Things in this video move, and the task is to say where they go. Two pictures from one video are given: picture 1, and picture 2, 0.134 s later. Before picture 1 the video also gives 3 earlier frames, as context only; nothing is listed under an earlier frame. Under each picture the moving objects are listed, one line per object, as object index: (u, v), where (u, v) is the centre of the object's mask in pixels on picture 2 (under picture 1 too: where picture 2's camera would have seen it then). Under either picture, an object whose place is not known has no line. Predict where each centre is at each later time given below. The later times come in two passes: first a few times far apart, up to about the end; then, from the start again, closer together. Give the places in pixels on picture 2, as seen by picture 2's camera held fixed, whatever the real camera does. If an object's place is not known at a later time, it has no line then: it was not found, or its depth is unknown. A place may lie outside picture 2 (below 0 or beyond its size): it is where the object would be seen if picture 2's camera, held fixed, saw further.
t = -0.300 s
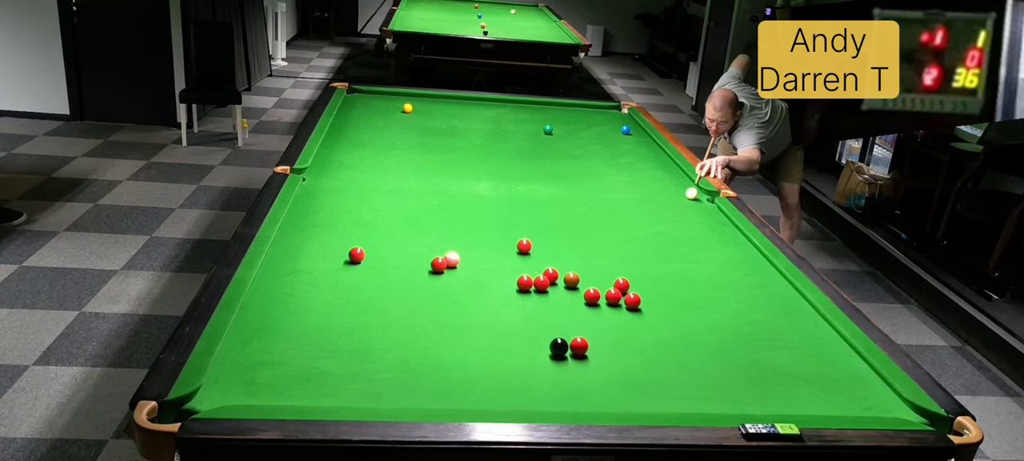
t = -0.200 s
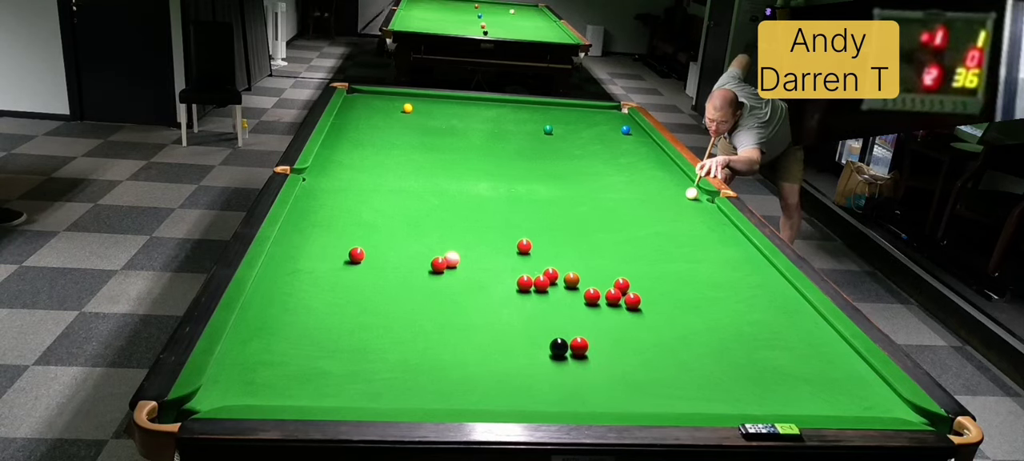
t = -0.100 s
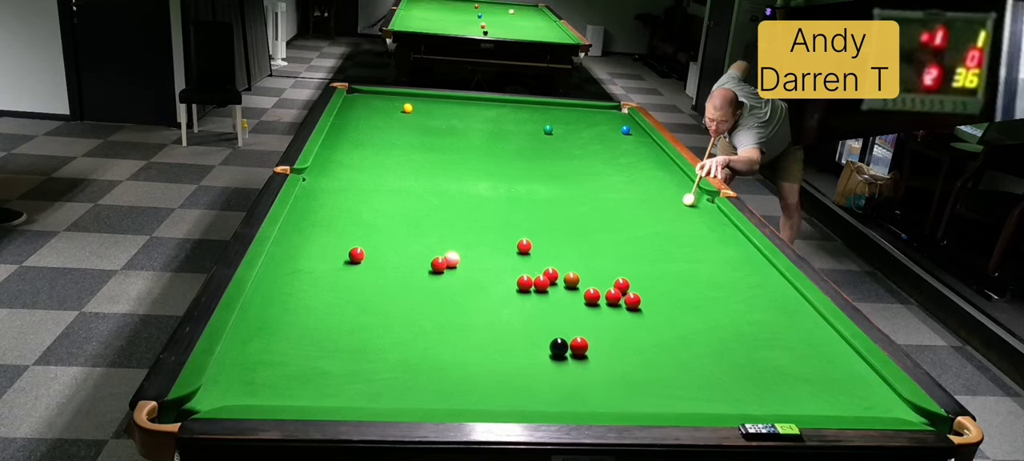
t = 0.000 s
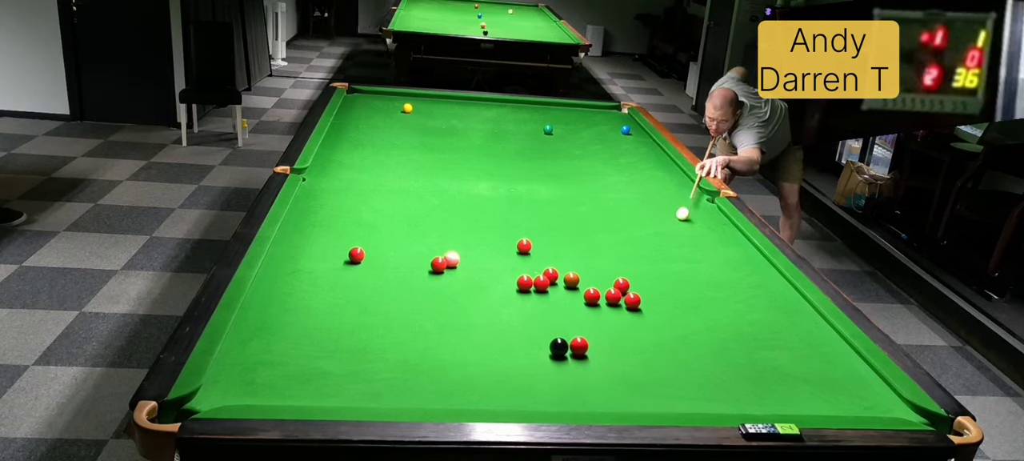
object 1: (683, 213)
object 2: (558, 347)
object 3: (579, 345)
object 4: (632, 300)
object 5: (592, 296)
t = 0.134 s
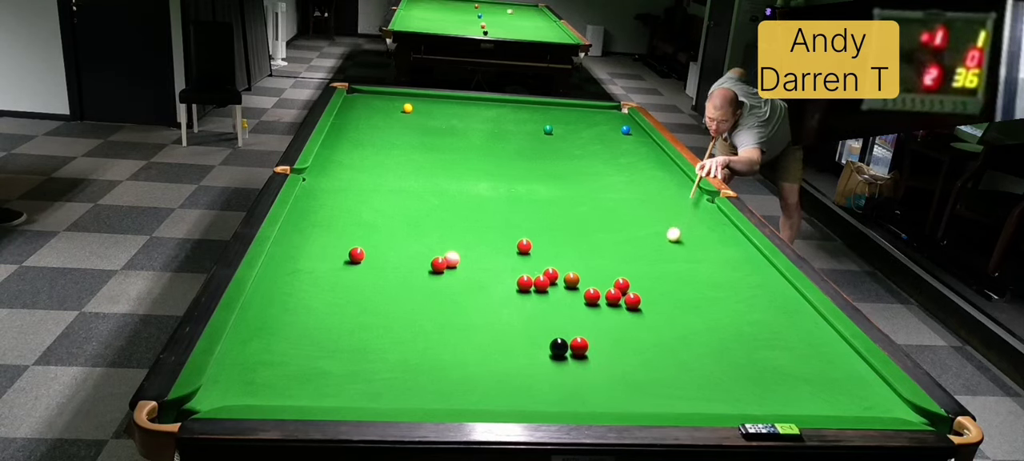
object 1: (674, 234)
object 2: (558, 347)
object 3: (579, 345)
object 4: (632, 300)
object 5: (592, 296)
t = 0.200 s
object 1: (669, 246)
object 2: (558, 347)
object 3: (579, 345)
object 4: (632, 300)
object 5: (592, 296)
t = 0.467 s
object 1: (650, 302)
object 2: (559, 347)
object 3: (579, 345)
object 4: (627, 302)
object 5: (592, 296)
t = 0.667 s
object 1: (691, 344)
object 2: (559, 347)
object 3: (579, 346)
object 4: (595, 322)
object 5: (583, 296)
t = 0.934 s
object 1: (745, 405)
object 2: (558, 349)
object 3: (583, 353)
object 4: (555, 335)
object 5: (570, 297)
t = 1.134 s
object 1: (736, 368)
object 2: (555, 356)
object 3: (590, 365)
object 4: (524, 336)
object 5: (562, 297)
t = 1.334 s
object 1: (731, 339)
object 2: (552, 362)
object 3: (597, 376)
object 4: (494, 335)
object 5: (554, 298)
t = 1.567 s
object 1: (726, 310)
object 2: (549, 370)
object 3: (604, 389)
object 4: (460, 334)
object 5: (547, 298)
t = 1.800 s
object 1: (722, 286)
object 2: (546, 376)
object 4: (428, 332)
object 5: (540, 298)
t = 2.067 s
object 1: (718, 262)
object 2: (543, 382)
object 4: (393, 331)
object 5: (535, 298)
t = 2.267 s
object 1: (716, 247)
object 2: (541, 386)
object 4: (369, 330)
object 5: (533, 298)
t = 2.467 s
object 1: (714, 234)
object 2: (539, 389)
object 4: (346, 328)
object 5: (531, 298)
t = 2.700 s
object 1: (712, 220)
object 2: (538, 391)
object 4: (320, 327)
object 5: (531, 298)
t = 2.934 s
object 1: (710, 207)
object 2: (536, 393)
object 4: (297, 325)
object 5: (531, 298)
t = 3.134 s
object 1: (705, 198)
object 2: (536, 393)
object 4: (278, 324)
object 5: (531, 298)
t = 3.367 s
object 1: (696, 188)
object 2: (536, 393)
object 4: (258, 322)
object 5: (531, 298)
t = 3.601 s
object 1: (679, 181)
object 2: (536, 393)
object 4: (248, 321)
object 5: (531, 298)
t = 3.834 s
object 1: (663, 174)
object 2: (536, 393)
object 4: (259, 321)
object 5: (531, 298)
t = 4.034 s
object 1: (651, 169)
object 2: (536, 393)
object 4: (267, 320)
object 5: (531, 298)
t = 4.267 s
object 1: (638, 164)
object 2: (536, 393)
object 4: (275, 320)
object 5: (531, 298)
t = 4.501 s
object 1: (626, 159)
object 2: (536, 393)
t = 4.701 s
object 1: (617, 155)
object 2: (536, 393)
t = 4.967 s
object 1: (606, 151)
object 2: (536, 393)
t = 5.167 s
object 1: (599, 147)
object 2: (536, 393)
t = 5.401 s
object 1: (591, 144)
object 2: (536, 393)
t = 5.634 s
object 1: (584, 141)
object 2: (536, 393)
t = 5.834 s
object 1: (578, 139)
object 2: (536, 393)
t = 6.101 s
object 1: (572, 136)
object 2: (536, 393)
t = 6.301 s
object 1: (567, 134)
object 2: (536, 393)
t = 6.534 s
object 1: (563, 132)
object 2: (536, 393)
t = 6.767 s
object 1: (559, 131)
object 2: (536, 394)
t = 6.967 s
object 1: (557, 130)
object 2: (536, 394)
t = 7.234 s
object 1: (556, 129)
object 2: (536, 394)
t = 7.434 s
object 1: (556, 128)
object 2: (536, 394)
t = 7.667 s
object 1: (556, 128)
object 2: (536, 394)
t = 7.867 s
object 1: (556, 127)
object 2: (536, 394)
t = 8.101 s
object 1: (556, 127)
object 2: (536, 394)
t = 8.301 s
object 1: (556, 127)
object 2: (536, 394)
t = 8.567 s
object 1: (556, 127)
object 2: (536, 394)
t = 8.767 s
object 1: (556, 127)
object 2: (536, 394)
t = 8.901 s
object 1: (556, 127)
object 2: (536, 394)
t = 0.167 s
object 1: (671, 240)
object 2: (558, 347)
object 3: (579, 345)
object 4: (632, 300)
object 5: (592, 296)
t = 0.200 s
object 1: (669, 246)
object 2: (558, 347)
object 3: (579, 345)
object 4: (632, 300)
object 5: (592, 296)
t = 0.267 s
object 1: (663, 258)
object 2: (558, 347)
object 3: (579, 345)
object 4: (633, 301)
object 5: (592, 296)
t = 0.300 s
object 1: (660, 265)
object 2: (558, 347)
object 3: (579, 345)
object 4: (632, 301)
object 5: (592, 296)
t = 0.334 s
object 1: (657, 272)
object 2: (559, 347)
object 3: (579, 345)
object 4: (632, 301)
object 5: (592, 296)
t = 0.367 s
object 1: (654, 279)
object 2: (558, 347)
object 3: (579, 345)
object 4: (632, 301)
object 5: (592, 296)
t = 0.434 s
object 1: (648, 295)
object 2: (558, 347)
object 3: (579, 345)
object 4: (632, 301)
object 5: (592, 296)
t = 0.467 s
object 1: (650, 302)
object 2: (559, 347)
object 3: (579, 345)
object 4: (627, 302)
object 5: (592, 296)
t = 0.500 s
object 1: (658, 308)
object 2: (558, 347)
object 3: (579, 345)
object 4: (621, 306)
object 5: (592, 296)
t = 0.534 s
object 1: (665, 314)
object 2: (558, 347)
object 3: (579, 346)
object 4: (616, 309)
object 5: (590, 296)
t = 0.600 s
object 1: (678, 329)
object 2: (559, 347)
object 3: (579, 346)
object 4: (605, 316)
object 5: (586, 296)
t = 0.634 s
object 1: (685, 336)
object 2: (559, 347)
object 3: (579, 346)
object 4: (600, 319)
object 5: (585, 296)
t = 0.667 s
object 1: (691, 344)
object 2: (559, 347)
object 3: (579, 346)
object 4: (595, 322)
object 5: (583, 296)
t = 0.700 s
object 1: (698, 352)
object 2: (559, 347)
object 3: (579, 346)
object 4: (591, 326)
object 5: (581, 296)
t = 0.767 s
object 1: (712, 369)
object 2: (559, 347)
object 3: (579, 346)
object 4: (582, 330)
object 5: (578, 297)
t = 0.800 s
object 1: (719, 378)
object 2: (558, 347)
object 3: (579, 346)
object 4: (577, 331)
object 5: (576, 297)
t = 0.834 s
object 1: (727, 387)
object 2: (558, 347)
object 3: (579, 345)
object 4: (571, 334)
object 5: (575, 297)
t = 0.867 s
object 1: (734, 397)
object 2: (558, 347)
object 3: (580, 348)
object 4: (567, 335)
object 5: (573, 297)
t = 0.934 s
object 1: (745, 405)
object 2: (558, 349)
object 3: (583, 353)
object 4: (555, 335)
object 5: (570, 297)
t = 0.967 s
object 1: (743, 398)
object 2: (558, 350)
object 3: (584, 354)
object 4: (549, 336)
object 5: (569, 297)
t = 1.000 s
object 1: (741, 391)
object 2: (557, 351)
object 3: (585, 357)
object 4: (544, 337)
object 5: (567, 297)
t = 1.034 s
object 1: (740, 385)
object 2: (556, 352)
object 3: (586, 358)
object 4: (539, 337)
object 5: (566, 297)
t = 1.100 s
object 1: (737, 373)
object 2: (555, 355)
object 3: (589, 362)
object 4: (528, 337)
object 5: (563, 297)
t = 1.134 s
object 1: (736, 368)
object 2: (555, 356)
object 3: (590, 365)
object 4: (524, 336)
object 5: (562, 297)
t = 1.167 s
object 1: (735, 362)
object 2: (554, 357)
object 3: (591, 366)
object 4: (519, 336)
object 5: (560, 297)
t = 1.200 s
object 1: (734, 357)
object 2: (554, 358)
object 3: (592, 369)
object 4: (513, 336)
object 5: (559, 298)
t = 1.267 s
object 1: (733, 348)
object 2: (553, 360)
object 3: (594, 372)
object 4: (504, 336)
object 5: (557, 297)
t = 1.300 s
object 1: (732, 343)
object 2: (552, 362)
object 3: (596, 374)
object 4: (498, 335)
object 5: (555, 298)
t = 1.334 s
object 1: (731, 339)
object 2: (552, 362)
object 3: (597, 376)
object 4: (494, 335)
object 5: (554, 298)
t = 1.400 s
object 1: (729, 330)
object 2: (551, 364)
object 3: (599, 380)
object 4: (484, 335)
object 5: (552, 298)
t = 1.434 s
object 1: (729, 326)
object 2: (550, 365)
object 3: (600, 381)
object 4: (479, 335)
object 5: (551, 298)
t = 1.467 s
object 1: (728, 322)
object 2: (550, 367)
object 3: (601, 384)
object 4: (474, 334)
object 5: (550, 298)
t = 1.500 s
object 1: (727, 318)
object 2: (549, 368)
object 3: (602, 386)
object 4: (469, 334)
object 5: (549, 298)
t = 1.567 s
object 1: (726, 310)
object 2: (549, 370)
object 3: (604, 389)
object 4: (460, 334)
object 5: (547, 298)
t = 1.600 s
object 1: (725, 306)
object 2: (548, 370)
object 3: (606, 391)
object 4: (455, 333)
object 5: (546, 298)
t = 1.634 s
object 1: (725, 303)
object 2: (548, 371)
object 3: (607, 393)
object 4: (451, 333)
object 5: (545, 298)
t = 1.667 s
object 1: (724, 299)
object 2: (547, 372)
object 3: (608, 394)
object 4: (446, 333)
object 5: (544, 298)
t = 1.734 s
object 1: (723, 292)
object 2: (547, 374)
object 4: (437, 333)
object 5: (542, 298)
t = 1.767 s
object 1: (722, 289)
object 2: (546, 375)
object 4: (432, 332)
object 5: (541, 298)
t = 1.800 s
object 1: (722, 286)
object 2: (546, 376)
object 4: (428, 332)
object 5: (540, 298)
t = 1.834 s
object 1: (721, 282)
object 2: (545, 377)
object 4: (424, 332)
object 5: (540, 298)
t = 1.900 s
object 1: (720, 276)
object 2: (545, 378)
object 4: (415, 332)
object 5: (538, 298)
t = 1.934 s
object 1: (720, 273)
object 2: (544, 379)
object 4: (411, 331)
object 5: (538, 299)
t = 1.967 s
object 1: (719, 270)
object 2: (544, 381)
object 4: (406, 331)
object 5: (537, 298)
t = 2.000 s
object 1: (719, 267)
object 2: (543, 381)
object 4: (402, 331)
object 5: (536, 299)
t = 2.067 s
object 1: (718, 262)
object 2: (543, 382)
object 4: (393, 331)
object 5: (535, 298)
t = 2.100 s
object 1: (718, 259)
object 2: (542, 383)
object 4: (389, 330)
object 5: (535, 299)
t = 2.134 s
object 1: (717, 257)
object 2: (542, 384)
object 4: (385, 330)
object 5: (534, 299)
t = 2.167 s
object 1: (717, 254)
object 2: (542, 384)
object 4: (381, 330)
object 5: (534, 299)
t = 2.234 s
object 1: (716, 249)
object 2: (541, 385)
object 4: (373, 330)
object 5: (533, 298)
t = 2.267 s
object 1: (716, 247)
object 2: (541, 386)
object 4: (369, 330)
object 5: (533, 298)
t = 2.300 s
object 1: (715, 244)
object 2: (541, 386)
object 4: (365, 329)
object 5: (532, 298)
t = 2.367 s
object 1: (715, 240)
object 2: (540, 387)
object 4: (357, 329)
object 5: (532, 298)
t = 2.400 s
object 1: (715, 238)
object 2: (540, 388)
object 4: (353, 329)
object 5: (531, 298)
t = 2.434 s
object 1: (714, 236)
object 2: (539, 388)
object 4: (349, 329)
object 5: (531, 298)
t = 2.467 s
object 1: (714, 234)
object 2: (539, 389)
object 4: (346, 328)
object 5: (531, 298)
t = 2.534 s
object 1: (713, 229)
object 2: (539, 390)
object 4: (338, 328)
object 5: (531, 298)
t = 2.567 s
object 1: (713, 227)
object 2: (538, 390)
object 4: (334, 328)
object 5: (531, 298)
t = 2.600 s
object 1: (713, 225)
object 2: (538, 390)
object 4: (331, 328)
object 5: (531, 298)
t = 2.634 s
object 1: (712, 223)
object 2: (538, 391)
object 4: (327, 327)
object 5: (531, 298)
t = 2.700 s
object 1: (712, 220)
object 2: (538, 391)
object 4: (320, 327)
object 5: (531, 298)
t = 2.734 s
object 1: (712, 217)
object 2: (538, 392)
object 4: (316, 327)
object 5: (531, 298)
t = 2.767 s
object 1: (711, 216)
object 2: (537, 392)
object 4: (313, 326)
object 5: (531, 298)
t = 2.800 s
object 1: (711, 214)
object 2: (537, 392)
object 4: (310, 326)
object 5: (531, 298)
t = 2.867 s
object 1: (710, 210)
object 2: (537, 392)
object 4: (303, 326)
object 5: (531, 298)
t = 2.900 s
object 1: (710, 209)
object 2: (537, 393)
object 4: (300, 326)
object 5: (531, 298)
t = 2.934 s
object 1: (710, 207)
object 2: (536, 393)
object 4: (297, 325)
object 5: (531, 298)
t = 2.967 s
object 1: (710, 206)
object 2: (536, 393)
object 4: (293, 325)
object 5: (531, 298)
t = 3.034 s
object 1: (709, 202)
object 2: (536, 393)
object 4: (287, 325)
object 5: (531, 298)
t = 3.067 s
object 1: (708, 201)
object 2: (536, 393)
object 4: (284, 324)
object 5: (531, 298)
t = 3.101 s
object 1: (706, 199)
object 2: (536, 393)
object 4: (281, 324)
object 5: (531, 298)
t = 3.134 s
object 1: (705, 198)
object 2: (536, 393)
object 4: (278, 324)
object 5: (531, 298)
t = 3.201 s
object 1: (703, 195)
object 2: (536, 393)
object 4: (272, 323)
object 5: (531, 298)
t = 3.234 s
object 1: (701, 193)
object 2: (536, 393)
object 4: (269, 323)
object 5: (531, 298)
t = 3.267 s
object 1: (700, 192)
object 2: (536, 393)
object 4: (266, 323)
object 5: (531, 298)
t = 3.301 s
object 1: (699, 190)
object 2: (536, 393)
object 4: (263, 322)
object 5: (531, 298)
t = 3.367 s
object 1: (696, 188)
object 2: (536, 393)
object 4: (258, 322)
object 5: (531, 298)
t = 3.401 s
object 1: (693, 187)
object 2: (536, 393)
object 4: (255, 322)
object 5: (531, 298)
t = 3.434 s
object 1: (691, 186)
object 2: (536, 393)
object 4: (252, 322)
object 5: (531, 298)
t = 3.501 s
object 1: (686, 184)
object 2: (536, 393)
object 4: (247, 321)
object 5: (531, 298)
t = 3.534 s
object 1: (684, 183)
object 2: (536, 393)
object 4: (245, 321)
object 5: (531, 298)
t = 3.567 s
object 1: (681, 182)
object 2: (536, 393)
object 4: (246, 321)
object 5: (531, 298)
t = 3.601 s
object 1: (679, 181)
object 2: (536, 393)
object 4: (248, 321)
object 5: (531, 298)
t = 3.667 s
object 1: (674, 179)
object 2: (536, 393)
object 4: (251, 321)
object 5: (531, 298)
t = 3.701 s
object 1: (672, 178)
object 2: (536, 393)
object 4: (253, 321)
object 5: (531, 298)
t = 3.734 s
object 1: (670, 177)
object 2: (536, 393)
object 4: (255, 321)
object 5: (531, 298)
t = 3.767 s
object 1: (667, 176)
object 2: (536, 393)
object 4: (256, 321)
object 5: (531, 298)
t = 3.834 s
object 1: (663, 174)
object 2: (536, 393)
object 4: (259, 321)
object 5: (531, 298)
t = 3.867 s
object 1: (661, 173)
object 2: (536, 393)
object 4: (261, 321)
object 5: (531, 298)
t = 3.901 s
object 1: (659, 173)
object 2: (536, 393)
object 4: (262, 321)
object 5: (531, 298)
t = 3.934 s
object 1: (657, 172)
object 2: (536, 393)
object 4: (263, 321)
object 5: (531, 298)
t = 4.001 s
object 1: (653, 170)
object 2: (536, 393)
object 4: (266, 321)
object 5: (531, 298)
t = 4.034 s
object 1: (651, 169)
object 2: (536, 393)
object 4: (267, 320)
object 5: (531, 298)
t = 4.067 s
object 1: (649, 168)
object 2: (536, 393)
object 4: (268, 320)
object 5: (531, 298)
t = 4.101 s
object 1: (647, 168)
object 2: (536, 393)
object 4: (269, 320)
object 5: (531, 298)
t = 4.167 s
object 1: (643, 166)
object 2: (536, 393)
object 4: (272, 320)
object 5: (531, 298)
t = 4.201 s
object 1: (641, 165)
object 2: (536, 393)
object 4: (273, 320)
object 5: (531, 298)
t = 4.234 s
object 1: (640, 165)
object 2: (536, 393)
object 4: (274, 320)
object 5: (531, 298)
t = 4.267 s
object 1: (638, 164)
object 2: (536, 393)
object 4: (275, 320)
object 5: (531, 298)
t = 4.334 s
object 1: (634, 163)
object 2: (536, 393)
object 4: (277, 320)
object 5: (531, 298)
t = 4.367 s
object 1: (633, 161)
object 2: (536, 393)
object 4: (278, 320)
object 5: (531, 298)
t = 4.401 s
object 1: (631, 161)
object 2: (536, 393)
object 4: (279, 320)
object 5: (531, 298)
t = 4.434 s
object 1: (629, 160)
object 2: (536, 393)
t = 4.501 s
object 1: (626, 159)
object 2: (536, 393)
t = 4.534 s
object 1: (625, 158)
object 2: (536, 393)
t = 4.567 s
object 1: (623, 158)
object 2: (536, 393)
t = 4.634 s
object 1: (620, 156)
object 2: (536, 393)
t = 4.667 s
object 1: (618, 156)
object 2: (536, 393)
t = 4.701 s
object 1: (617, 155)
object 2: (536, 393)
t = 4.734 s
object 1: (616, 155)
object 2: (536, 393)
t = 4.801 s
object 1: (613, 153)
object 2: (536, 393)
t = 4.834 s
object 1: (611, 153)
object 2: (536, 393)
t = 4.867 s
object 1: (610, 152)
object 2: (536, 393)
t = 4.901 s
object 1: (608, 151)
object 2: (536, 393)
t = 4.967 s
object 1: (606, 151)
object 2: (536, 393)
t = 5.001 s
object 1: (604, 150)
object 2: (536, 393)
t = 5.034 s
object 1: (603, 149)
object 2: (536, 393)
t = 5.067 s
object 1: (602, 149)
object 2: (536, 393)
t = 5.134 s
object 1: (600, 148)
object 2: (536, 393)
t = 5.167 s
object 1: (599, 147)
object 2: (536, 393)
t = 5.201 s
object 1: (597, 147)
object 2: (536, 393)
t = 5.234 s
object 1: (596, 147)
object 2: (536, 393)
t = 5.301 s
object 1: (594, 145)
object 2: (536, 393)
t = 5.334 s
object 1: (593, 145)
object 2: (536, 393)
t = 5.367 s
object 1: (592, 145)
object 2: (536, 393)
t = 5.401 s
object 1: (591, 144)
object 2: (536, 393)
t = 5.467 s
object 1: (589, 143)
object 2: (536, 393)
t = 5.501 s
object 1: (588, 143)
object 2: (536, 393)
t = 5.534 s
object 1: (586, 142)
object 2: (536, 393)
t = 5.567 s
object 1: (586, 142)
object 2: (536, 393)
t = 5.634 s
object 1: (584, 141)
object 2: (536, 393)
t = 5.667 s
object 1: (583, 141)
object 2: (536, 393)
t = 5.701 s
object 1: (582, 140)
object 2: (536, 393)
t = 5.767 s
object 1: (580, 140)
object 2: (536, 393)
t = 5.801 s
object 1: (579, 139)
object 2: (536, 393)
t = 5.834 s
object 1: (578, 139)
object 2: (536, 393)
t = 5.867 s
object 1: (577, 139)
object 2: (536, 393)
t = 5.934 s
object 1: (576, 138)
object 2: (536, 393)
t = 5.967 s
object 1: (575, 138)
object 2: (536, 393)
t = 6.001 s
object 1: (574, 137)
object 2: (536, 393)
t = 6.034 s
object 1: (573, 137)
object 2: (536, 393)
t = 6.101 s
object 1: (572, 136)
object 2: (536, 393)
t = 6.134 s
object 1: (571, 136)
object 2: (536, 393)
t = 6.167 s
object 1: (570, 136)
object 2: (536, 393)
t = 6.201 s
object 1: (569, 135)
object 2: (536, 393)
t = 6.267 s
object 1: (568, 135)
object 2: (536, 393)
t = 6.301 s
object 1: (567, 134)
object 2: (536, 393)
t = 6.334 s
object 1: (567, 134)
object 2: (536, 393)
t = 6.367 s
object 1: (566, 134)
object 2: (536, 393)
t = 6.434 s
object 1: (565, 133)
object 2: (536, 393)
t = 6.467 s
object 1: (564, 133)
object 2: (536, 393)
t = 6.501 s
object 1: (563, 133)
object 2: (536, 393)
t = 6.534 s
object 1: (563, 132)
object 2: (536, 393)
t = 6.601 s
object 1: (562, 132)
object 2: (536, 394)
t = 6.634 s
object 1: (561, 132)
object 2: (536, 394)
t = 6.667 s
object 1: (560, 131)
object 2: (536, 394)
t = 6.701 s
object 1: (560, 131)
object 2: (536, 394)
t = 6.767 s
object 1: (559, 131)
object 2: (536, 394)
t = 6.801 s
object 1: (558, 131)
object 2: (536, 394)
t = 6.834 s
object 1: (558, 130)
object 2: (536, 394)
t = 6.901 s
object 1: (557, 130)
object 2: (536, 394)
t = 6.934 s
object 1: (557, 130)
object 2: (536, 394)
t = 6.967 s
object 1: (557, 130)
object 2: (536, 394)
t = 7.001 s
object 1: (557, 130)
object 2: (536, 394)
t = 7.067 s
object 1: (557, 130)
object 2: (536, 394)
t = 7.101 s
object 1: (557, 129)
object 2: (536, 394)
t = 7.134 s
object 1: (556, 129)
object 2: (536, 394)
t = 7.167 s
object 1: (556, 129)
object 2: (536, 394)
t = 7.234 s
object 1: (556, 129)
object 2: (536, 394)
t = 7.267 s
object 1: (556, 129)
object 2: (536, 394)
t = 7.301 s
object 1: (556, 129)
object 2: (536, 394)
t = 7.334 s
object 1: (556, 128)
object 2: (536, 394)
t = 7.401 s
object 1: (556, 128)
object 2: (536, 394)
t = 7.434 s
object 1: (556, 128)
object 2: (536, 394)
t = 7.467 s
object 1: (556, 128)
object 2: (536, 394)
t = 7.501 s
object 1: (556, 128)
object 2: (536, 394)
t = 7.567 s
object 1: (556, 128)
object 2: (536, 394)
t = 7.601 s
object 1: (556, 128)
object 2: (536, 394)
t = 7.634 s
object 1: (556, 128)
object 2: (536, 394)
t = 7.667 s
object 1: (556, 128)
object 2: (536, 394)
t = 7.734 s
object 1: (556, 127)
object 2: (536, 394)
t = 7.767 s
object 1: (556, 127)
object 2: (536, 394)
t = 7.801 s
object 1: (556, 127)
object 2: (536, 394)
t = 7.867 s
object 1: (556, 127)
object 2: (536, 394)
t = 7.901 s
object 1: (556, 127)
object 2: (536, 394)
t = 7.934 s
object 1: (556, 127)
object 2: (536, 394)
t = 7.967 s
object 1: (556, 127)
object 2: (536, 394)
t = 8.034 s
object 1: (556, 127)
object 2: (536, 394)
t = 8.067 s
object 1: (556, 127)
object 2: (536, 394)
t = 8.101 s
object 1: (556, 127)
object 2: (536, 394)
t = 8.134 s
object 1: (556, 127)
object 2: (536, 394)
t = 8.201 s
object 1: (556, 127)
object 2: (536, 394)
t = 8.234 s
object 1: (556, 127)
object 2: (536, 394)
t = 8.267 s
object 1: (556, 127)
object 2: (536, 394)
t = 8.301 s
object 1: (556, 127)
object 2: (536, 394)
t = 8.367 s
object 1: (556, 127)
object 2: (536, 394)
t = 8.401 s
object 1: (556, 127)
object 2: (536, 394)
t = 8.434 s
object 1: (556, 127)
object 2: (536, 394)
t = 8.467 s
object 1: (556, 127)
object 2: (536, 394)
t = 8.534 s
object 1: (556, 127)
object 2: (536, 394)
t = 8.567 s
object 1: (556, 127)
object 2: (536, 394)
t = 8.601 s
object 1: (556, 127)
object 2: (536, 394)
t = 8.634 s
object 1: (556, 127)
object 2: (536, 394)
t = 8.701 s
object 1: (556, 127)
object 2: (536, 394)
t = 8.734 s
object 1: (556, 127)
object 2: (536, 394)
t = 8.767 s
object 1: (556, 127)
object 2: (536, 394)
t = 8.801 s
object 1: (556, 127)
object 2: (536, 394)
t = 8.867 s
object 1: (556, 127)
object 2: (536, 394)
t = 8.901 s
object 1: (556, 127)
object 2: (536, 394)
